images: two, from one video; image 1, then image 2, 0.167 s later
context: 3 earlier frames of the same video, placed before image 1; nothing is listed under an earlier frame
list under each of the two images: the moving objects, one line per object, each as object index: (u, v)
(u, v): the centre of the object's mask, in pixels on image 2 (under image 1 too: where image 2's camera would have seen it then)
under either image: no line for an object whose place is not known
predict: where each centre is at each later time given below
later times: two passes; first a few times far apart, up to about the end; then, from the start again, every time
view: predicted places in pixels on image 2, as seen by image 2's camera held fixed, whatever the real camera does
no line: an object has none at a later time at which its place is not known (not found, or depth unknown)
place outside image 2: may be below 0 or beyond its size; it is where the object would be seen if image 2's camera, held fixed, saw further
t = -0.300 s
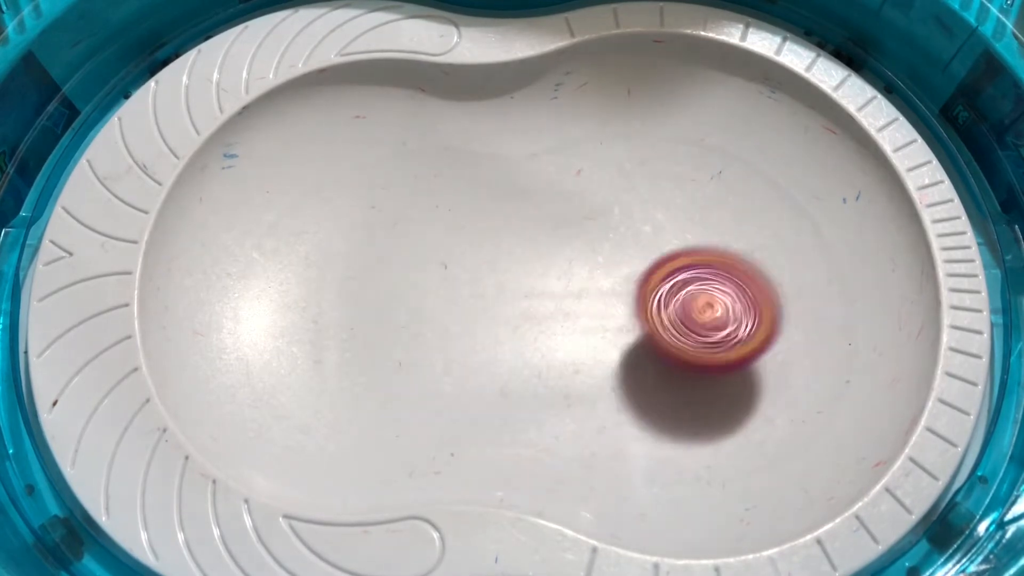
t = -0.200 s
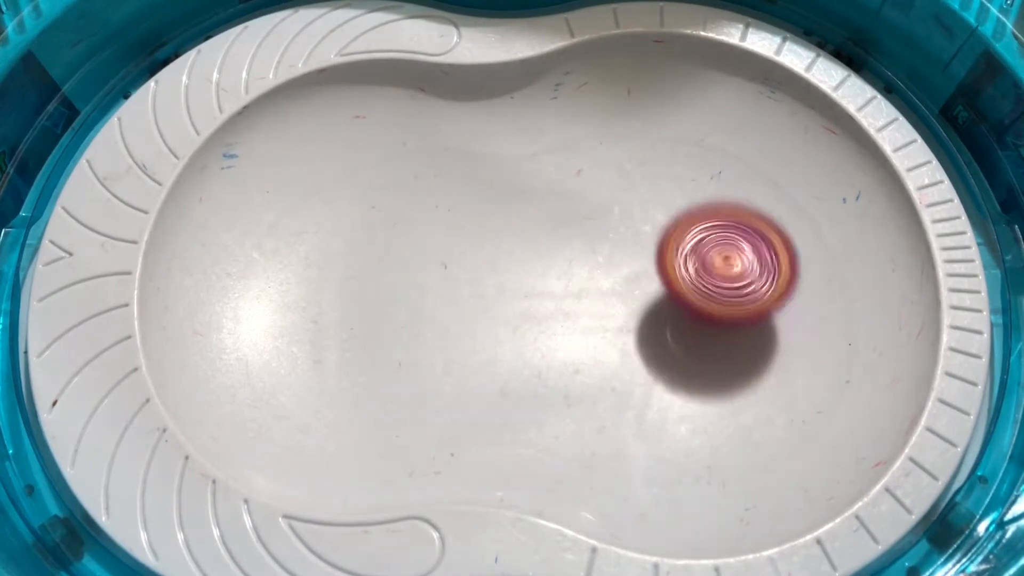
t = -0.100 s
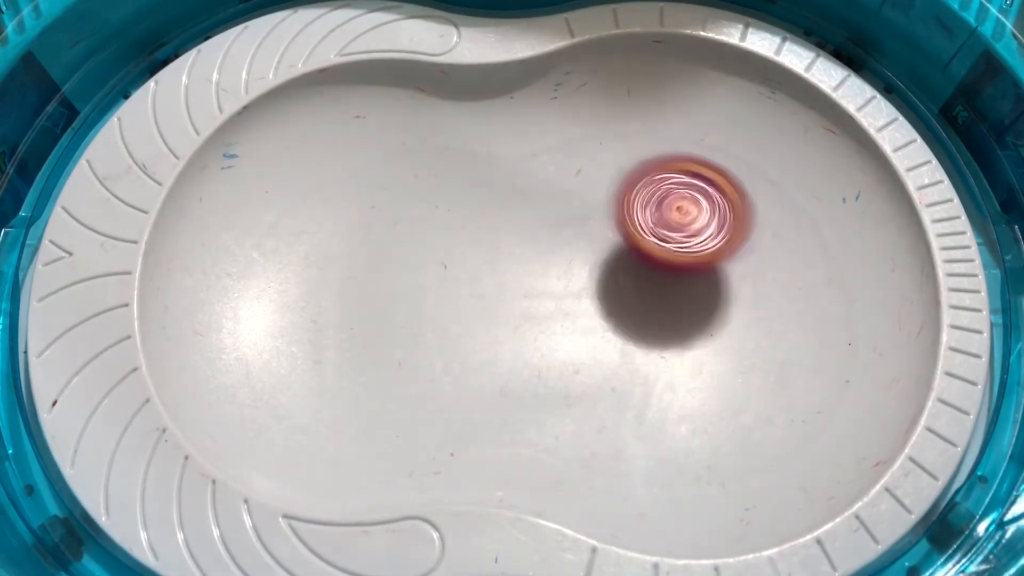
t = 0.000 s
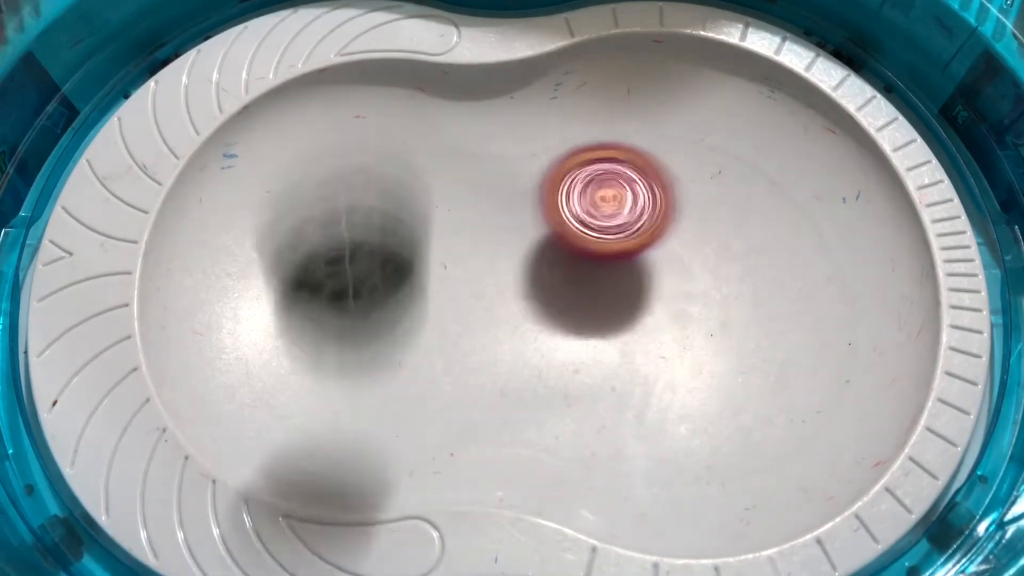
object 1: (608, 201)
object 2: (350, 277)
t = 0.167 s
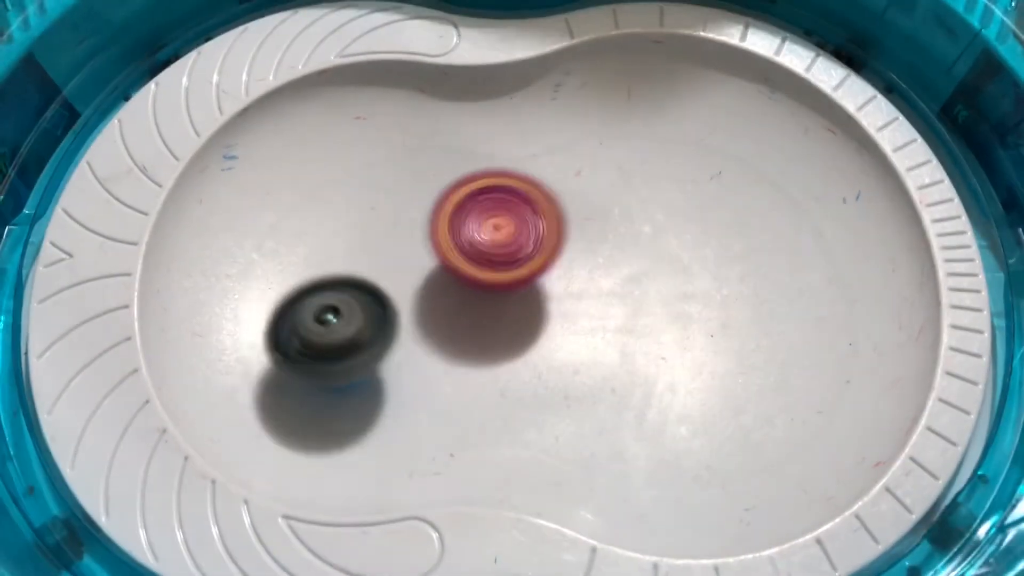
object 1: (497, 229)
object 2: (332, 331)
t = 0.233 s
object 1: (472, 242)
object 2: (308, 318)
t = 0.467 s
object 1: (437, 271)
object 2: (264, 344)
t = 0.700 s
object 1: (484, 223)
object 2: (400, 385)
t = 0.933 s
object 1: (524, 144)
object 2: (327, 252)
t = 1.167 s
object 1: (482, 241)
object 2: (232, 239)
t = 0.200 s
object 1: (483, 235)
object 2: (321, 323)
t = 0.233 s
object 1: (472, 242)
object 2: (308, 318)
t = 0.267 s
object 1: (462, 248)
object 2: (293, 315)
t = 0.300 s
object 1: (454, 253)
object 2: (279, 314)
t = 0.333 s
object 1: (449, 258)
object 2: (267, 315)
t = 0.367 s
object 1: (445, 263)
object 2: (258, 319)
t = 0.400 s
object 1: (442, 269)
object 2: (255, 325)
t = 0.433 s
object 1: (438, 271)
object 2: (256, 334)
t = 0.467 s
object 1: (437, 271)
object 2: (264, 344)
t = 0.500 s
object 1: (440, 270)
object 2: (276, 356)
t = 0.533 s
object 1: (443, 272)
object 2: (294, 369)
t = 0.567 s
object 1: (444, 273)
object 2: (316, 383)
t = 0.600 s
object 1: (445, 271)
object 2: (344, 393)
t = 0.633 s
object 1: (447, 269)
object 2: (376, 387)
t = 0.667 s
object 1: (461, 255)
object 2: (394, 385)
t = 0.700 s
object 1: (484, 223)
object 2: (400, 385)
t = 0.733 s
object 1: (503, 193)
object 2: (409, 374)
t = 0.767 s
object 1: (516, 168)
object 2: (415, 355)
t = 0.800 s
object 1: (525, 150)
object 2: (413, 333)
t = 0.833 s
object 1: (529, 139)
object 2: (403, 313)
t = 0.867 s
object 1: (531, 135)
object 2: (385, 294)
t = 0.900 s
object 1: (529, 137)
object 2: (360, 274)
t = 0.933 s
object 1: (524, 144)
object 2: (327, 252)
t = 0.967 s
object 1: (517, 154)
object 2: (290, 233)
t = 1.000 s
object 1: (508, 168)
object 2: (255, 218)
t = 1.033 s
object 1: (498, 183)
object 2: (221, 210)
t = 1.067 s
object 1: (490, 198)
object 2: (196, 207)
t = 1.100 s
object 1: (485, 214)
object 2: (193, 211)
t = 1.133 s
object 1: (483, 229)
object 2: (208, 220)
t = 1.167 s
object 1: (482, 241)
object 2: (232, 239)
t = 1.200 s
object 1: (484, 251)
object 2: (260, 261)
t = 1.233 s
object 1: (489, 260)
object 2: (290, 285)
